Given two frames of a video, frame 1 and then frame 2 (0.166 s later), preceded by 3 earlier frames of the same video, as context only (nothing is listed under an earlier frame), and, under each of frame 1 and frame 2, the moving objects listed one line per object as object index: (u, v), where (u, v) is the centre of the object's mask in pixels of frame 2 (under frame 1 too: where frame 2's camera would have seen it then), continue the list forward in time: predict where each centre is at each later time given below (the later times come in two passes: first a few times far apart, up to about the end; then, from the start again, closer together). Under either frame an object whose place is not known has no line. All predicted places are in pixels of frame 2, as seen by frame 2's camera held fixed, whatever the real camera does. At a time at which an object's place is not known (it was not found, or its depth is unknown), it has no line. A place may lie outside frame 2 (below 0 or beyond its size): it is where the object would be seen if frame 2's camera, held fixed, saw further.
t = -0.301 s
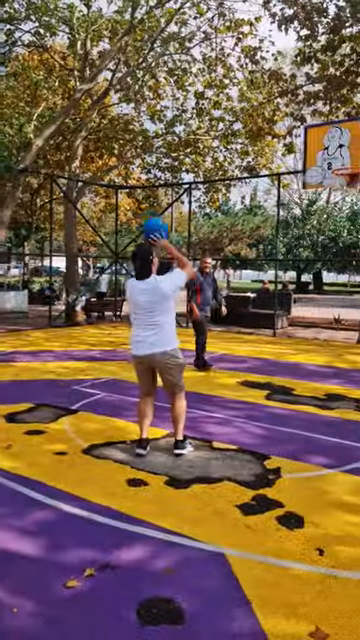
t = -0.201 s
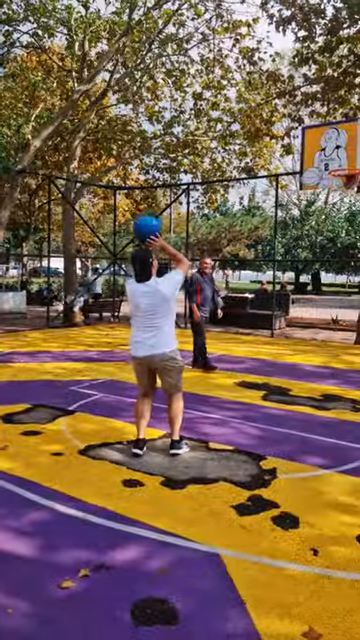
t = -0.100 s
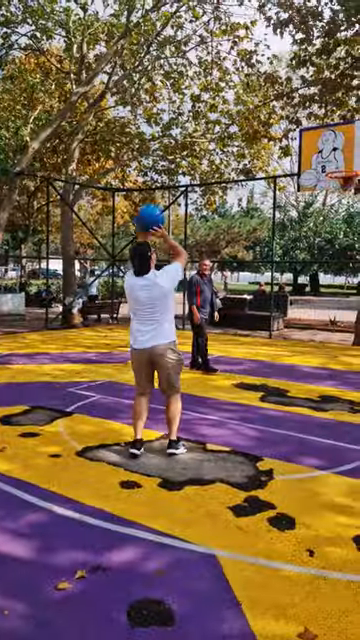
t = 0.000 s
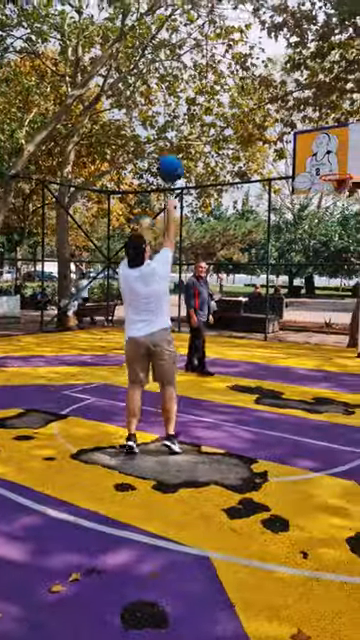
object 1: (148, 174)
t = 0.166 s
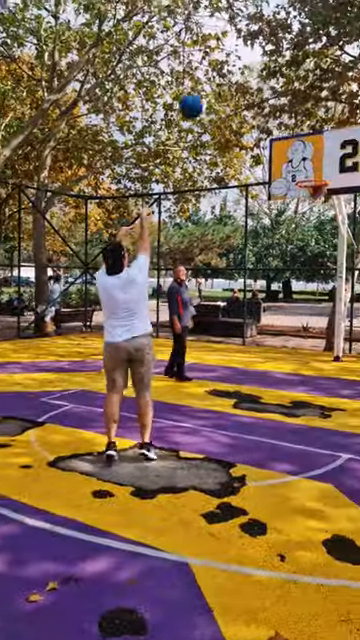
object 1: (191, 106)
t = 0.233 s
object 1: (205, 91)
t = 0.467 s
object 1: (245, 78)
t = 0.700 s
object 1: (277, 107)
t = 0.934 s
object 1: (298, 163)
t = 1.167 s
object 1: (321, 208)
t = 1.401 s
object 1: (331, 265)
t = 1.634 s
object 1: (339, 361)
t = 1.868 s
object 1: (348, 316)
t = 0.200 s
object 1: (198, 98)
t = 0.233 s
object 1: (205, 91)
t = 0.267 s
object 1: (212, 86)
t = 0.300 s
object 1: (218, 82)
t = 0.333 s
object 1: (224, 80)
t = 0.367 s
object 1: (229, 78)
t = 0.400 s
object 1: (235, 76)
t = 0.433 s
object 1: (241, 76)
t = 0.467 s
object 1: (245, 78)
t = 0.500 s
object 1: (250, 79)
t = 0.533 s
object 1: (255, 83)
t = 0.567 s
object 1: (260, 86)
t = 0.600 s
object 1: (264, 91)
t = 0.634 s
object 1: (269, 95)
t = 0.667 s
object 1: (272, 100)
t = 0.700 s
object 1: (277, 107)
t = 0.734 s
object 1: (280, 113)
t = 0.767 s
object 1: (282, 119)
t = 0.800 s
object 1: (286, 128)
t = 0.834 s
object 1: (289, 137)
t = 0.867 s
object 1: (292, 144)
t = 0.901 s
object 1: (296, 153)
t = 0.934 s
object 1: (298, 163)
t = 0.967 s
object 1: (301, 173)
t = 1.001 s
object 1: (302, 181)
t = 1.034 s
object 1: (310, 188)
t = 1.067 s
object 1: (315, 192)
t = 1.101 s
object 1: (317, 196)
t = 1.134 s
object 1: (319, 201)
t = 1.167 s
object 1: (321, 208)
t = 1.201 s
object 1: (324, 213)
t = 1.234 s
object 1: (324, 219)
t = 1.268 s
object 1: (325, 227)
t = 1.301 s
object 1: (327, 236)
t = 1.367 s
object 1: (330, 254)
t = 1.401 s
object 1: (331, 265)
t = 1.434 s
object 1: (331, 277)
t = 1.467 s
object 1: (332, 289)
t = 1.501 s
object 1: (334, 301)
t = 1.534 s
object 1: (335, 316)
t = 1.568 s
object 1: (337, 330)
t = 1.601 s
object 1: (338, 345)
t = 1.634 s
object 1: (339, 361)
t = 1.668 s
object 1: (340, 374)
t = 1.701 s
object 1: (341, 363)
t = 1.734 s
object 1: (342, 353)
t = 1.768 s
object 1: (344, 343)
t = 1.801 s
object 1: (345, 333)
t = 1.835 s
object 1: (346, 325)
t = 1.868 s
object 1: (348, 316)
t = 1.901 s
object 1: (349, 309)
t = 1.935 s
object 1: (351, 302)
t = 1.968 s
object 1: (352, 295)
